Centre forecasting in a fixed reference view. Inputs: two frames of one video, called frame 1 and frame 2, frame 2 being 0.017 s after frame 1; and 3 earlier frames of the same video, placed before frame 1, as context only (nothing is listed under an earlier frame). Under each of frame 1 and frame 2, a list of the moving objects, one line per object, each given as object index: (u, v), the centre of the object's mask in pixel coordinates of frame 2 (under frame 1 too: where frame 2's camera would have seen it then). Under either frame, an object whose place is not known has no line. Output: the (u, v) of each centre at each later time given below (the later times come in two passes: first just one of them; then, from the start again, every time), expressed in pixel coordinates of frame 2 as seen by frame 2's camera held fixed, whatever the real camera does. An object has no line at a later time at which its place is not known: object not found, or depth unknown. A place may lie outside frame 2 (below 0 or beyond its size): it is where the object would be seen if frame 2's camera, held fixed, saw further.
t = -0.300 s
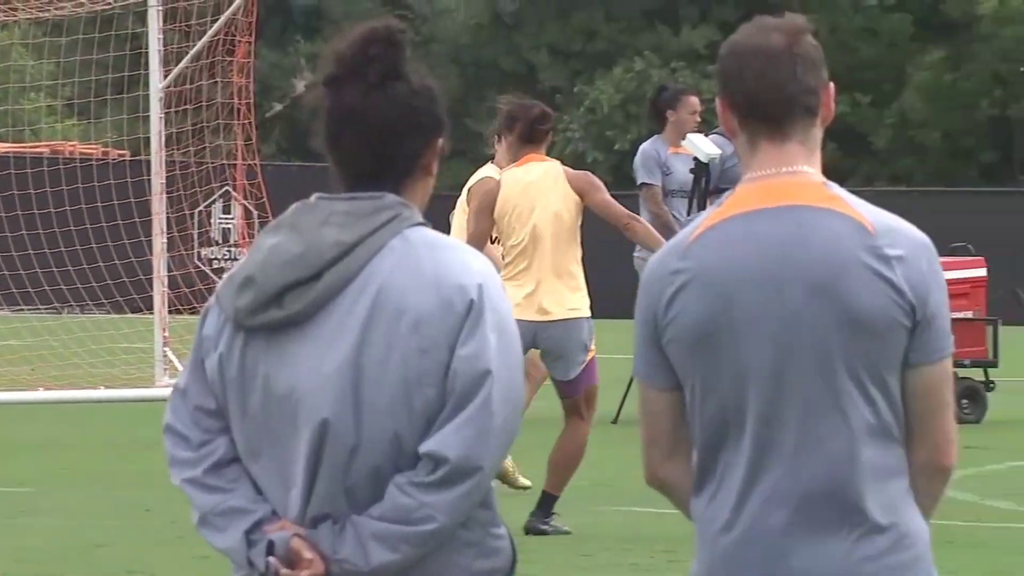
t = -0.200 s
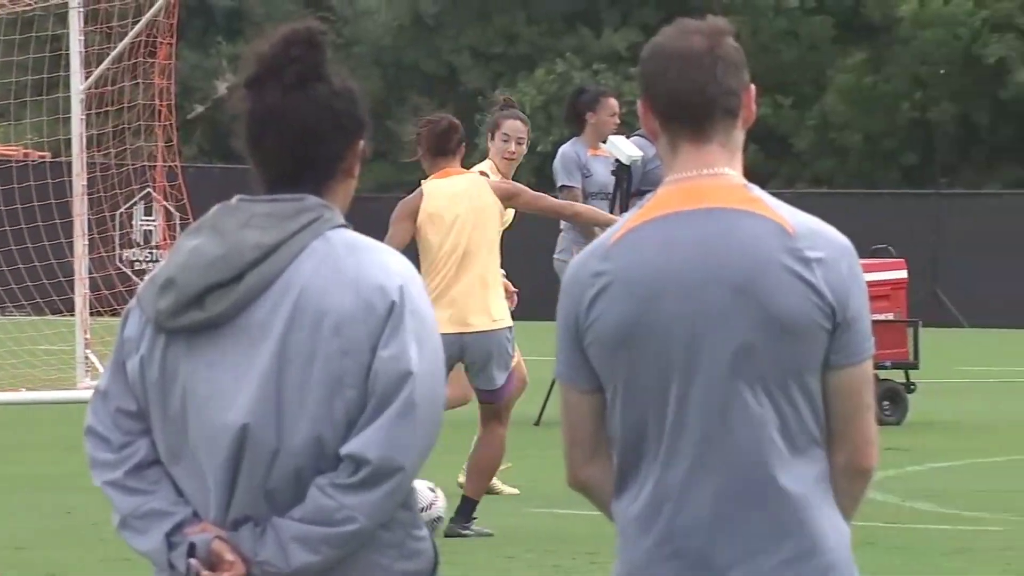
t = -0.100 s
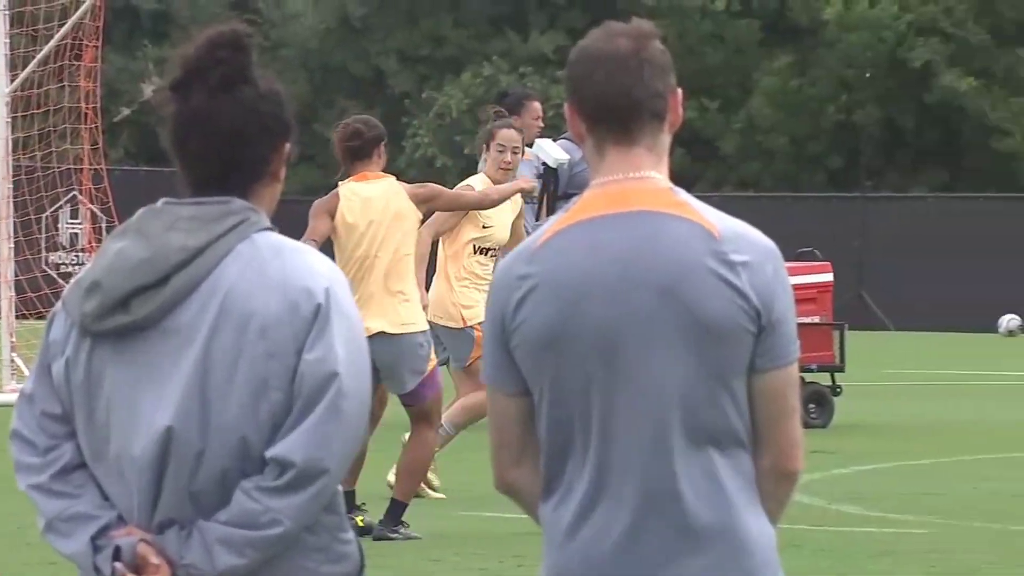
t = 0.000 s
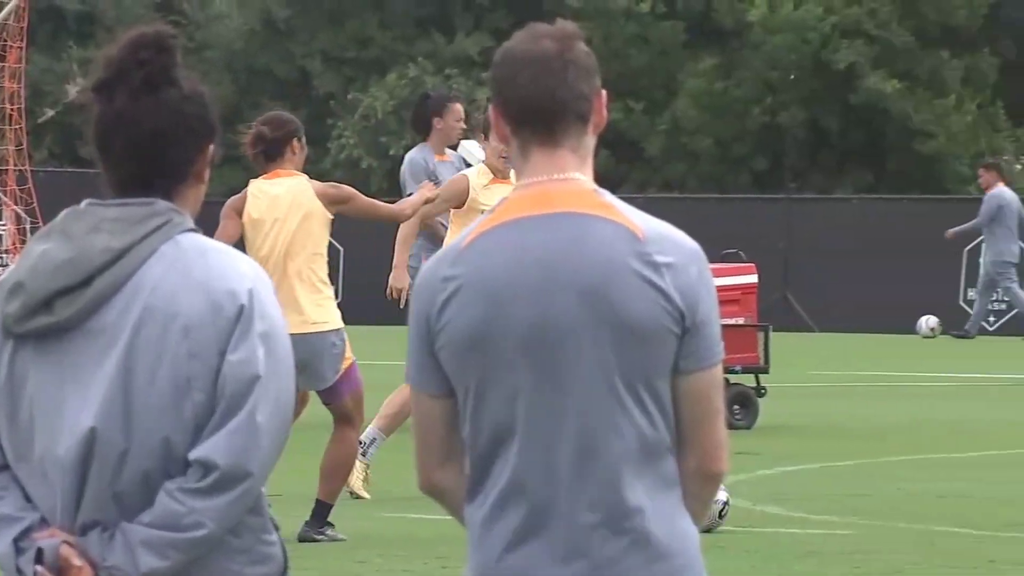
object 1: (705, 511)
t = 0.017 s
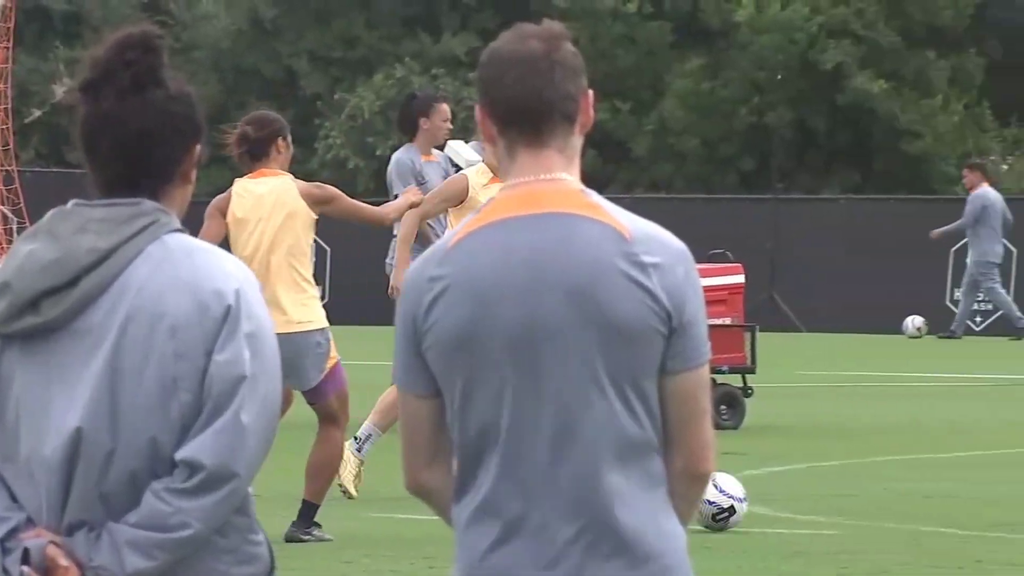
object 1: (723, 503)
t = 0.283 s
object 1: (1173, 504)
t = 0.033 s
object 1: (749, 499)
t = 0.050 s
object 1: (779, 498)
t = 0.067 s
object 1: (810, 498)
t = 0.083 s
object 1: (840, 499)
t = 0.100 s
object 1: (871, 500)
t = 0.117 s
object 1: (902, 502)
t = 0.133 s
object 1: (932, 505)
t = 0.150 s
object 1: (960, 504)
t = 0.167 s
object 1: (986, 502)
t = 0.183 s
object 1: (1013, 500)
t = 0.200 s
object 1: (1040, 498)
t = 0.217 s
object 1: (1066, 498)
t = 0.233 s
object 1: (1093, 498)
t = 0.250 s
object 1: (1120, 499)
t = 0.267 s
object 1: (1146, 501)
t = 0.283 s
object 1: (1173, 504)
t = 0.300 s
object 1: (1200, 507)
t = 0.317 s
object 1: (1225, 509)
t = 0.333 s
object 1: (1251, 508)
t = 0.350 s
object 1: (1274, 507)
